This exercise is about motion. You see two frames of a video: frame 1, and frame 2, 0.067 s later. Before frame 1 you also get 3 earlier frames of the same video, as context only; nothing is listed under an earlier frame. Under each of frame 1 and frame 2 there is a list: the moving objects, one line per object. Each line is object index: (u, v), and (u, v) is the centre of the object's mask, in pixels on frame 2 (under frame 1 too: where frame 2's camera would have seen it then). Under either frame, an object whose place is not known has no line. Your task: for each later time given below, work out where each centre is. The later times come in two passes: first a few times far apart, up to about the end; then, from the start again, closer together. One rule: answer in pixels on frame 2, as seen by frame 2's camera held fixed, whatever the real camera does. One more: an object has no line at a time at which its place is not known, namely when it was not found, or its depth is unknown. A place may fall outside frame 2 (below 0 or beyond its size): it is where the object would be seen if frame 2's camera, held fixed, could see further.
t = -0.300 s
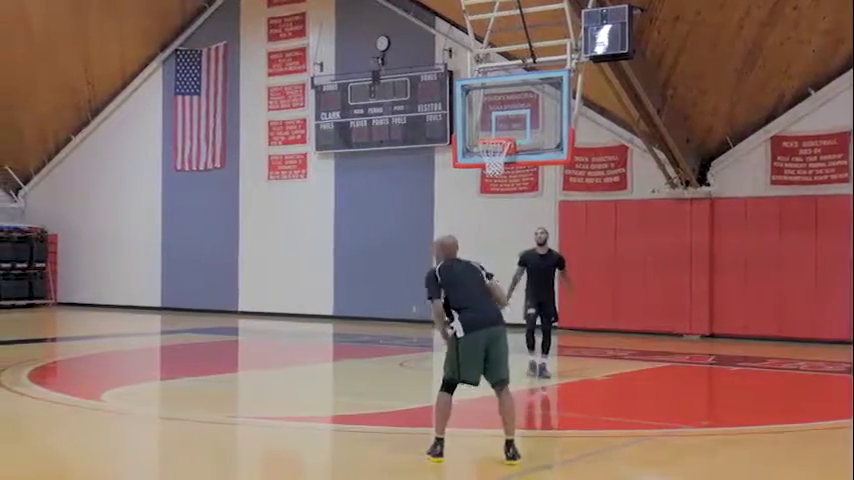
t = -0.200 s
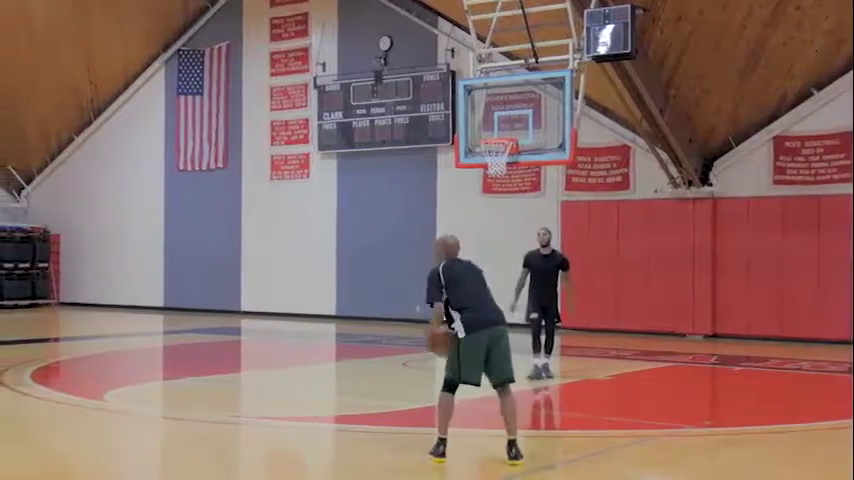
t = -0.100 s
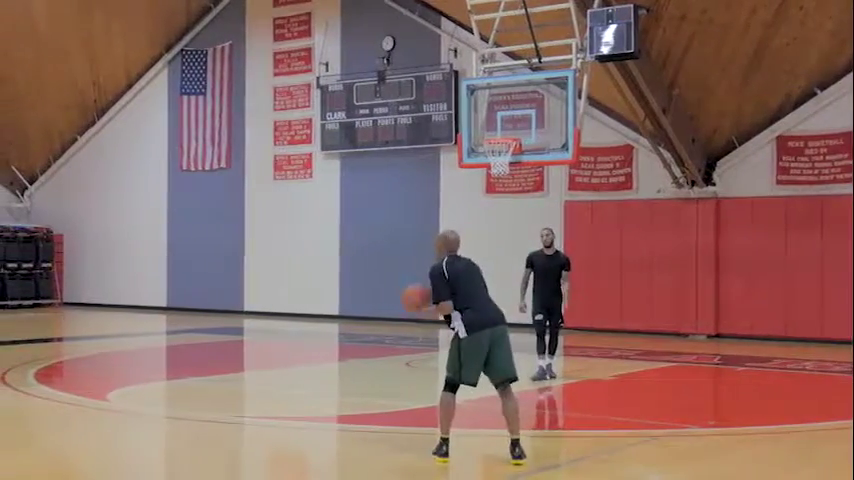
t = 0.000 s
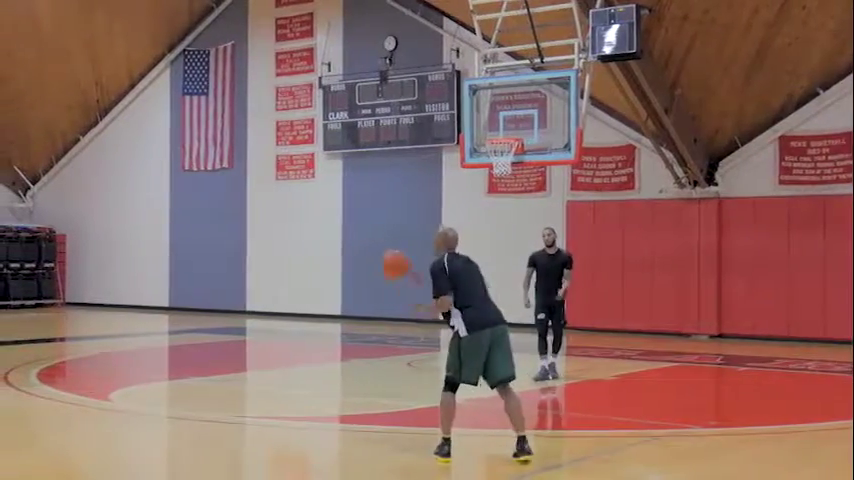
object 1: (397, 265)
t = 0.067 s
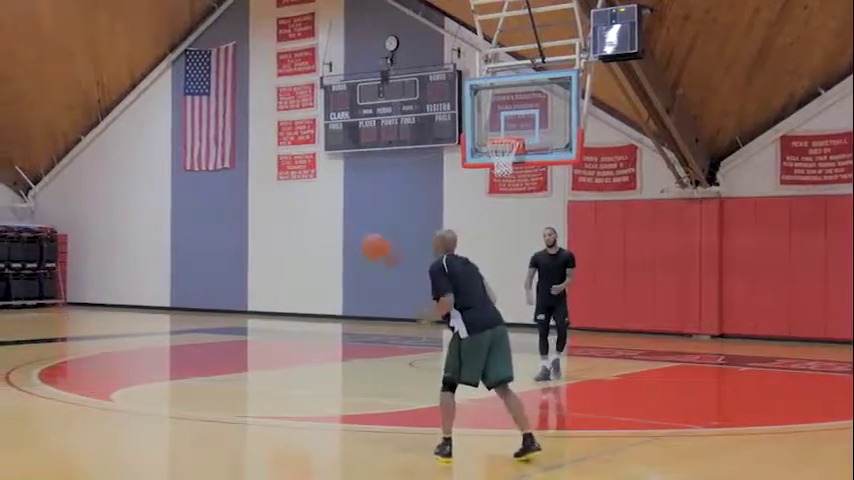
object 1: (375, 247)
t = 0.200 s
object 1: (346, 234)
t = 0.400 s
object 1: (300, 251)
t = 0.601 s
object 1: (257, 314)
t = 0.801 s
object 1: (215, 414)
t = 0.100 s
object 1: (370, 243)
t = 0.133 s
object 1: (363, 239)
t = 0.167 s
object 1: (354, 235)
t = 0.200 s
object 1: (346, 234)
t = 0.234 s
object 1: (338, 234)
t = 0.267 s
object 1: (331, 235)
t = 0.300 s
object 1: (323, 237)
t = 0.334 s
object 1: (315, 240)
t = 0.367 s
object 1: (307, 245)
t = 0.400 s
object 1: (300, 251)
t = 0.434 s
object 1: (292, 258)
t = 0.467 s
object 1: (285, 268)
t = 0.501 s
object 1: (277, 278)
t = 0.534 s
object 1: (271, 288)
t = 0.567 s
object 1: (263, 301)
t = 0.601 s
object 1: (257, 314)
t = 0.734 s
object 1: (228, 378)
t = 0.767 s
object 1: (221, 398)
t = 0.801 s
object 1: (215, 414)
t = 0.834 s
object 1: (216, 400)
